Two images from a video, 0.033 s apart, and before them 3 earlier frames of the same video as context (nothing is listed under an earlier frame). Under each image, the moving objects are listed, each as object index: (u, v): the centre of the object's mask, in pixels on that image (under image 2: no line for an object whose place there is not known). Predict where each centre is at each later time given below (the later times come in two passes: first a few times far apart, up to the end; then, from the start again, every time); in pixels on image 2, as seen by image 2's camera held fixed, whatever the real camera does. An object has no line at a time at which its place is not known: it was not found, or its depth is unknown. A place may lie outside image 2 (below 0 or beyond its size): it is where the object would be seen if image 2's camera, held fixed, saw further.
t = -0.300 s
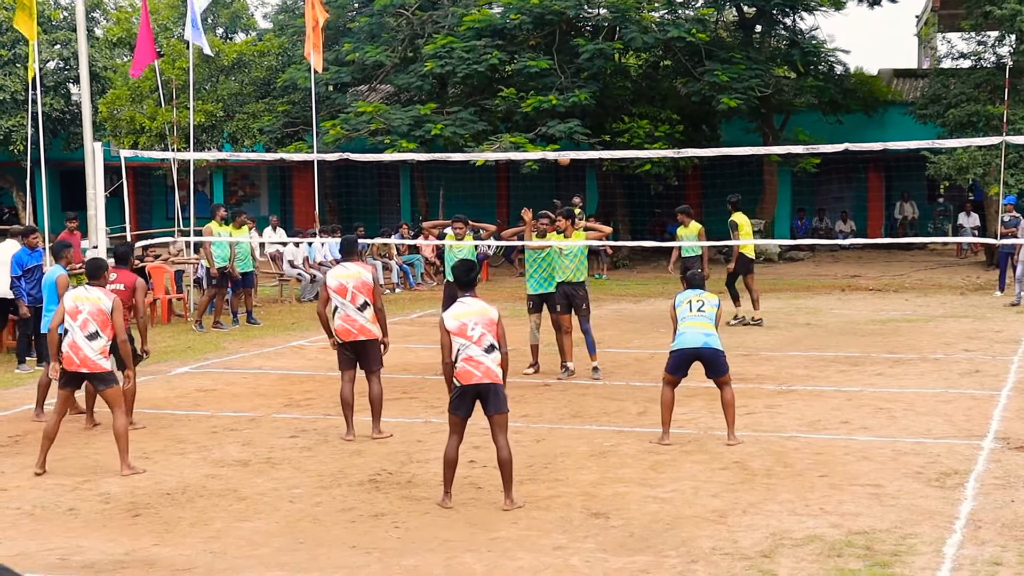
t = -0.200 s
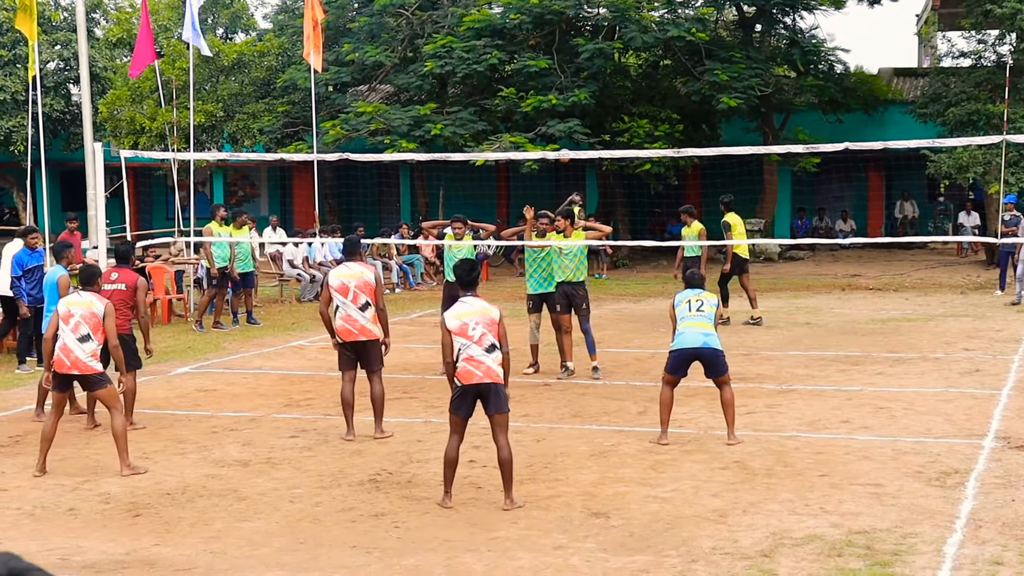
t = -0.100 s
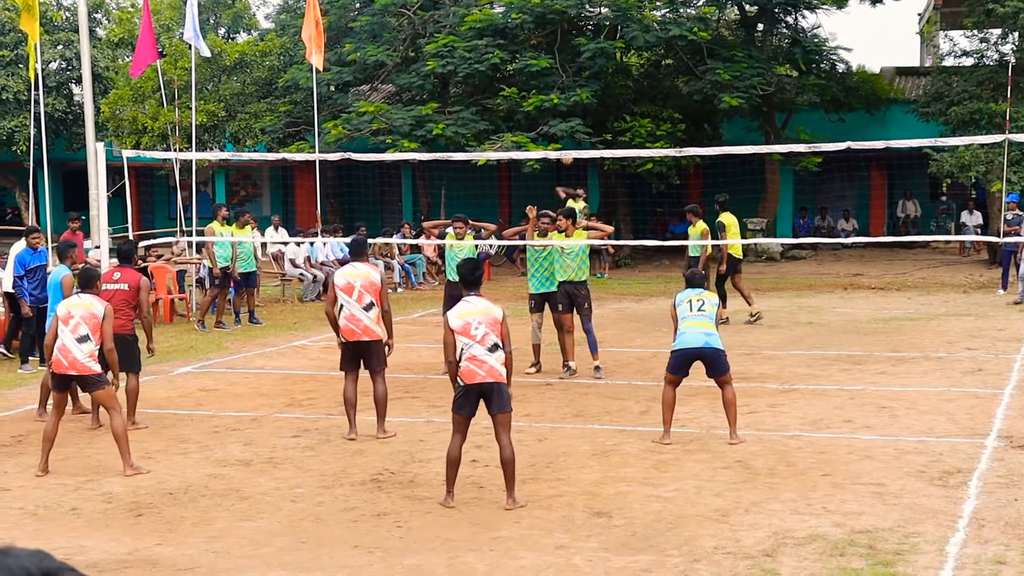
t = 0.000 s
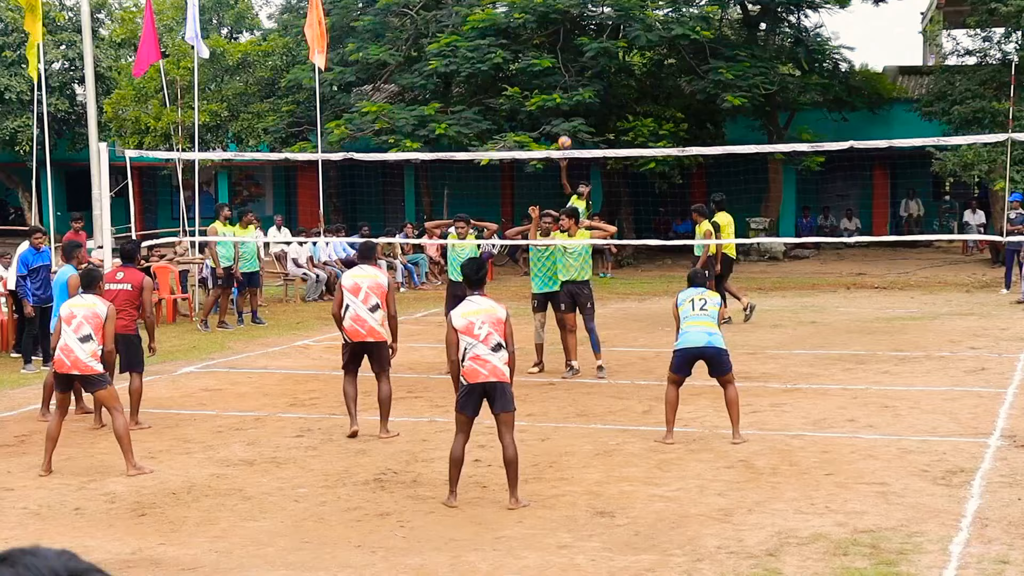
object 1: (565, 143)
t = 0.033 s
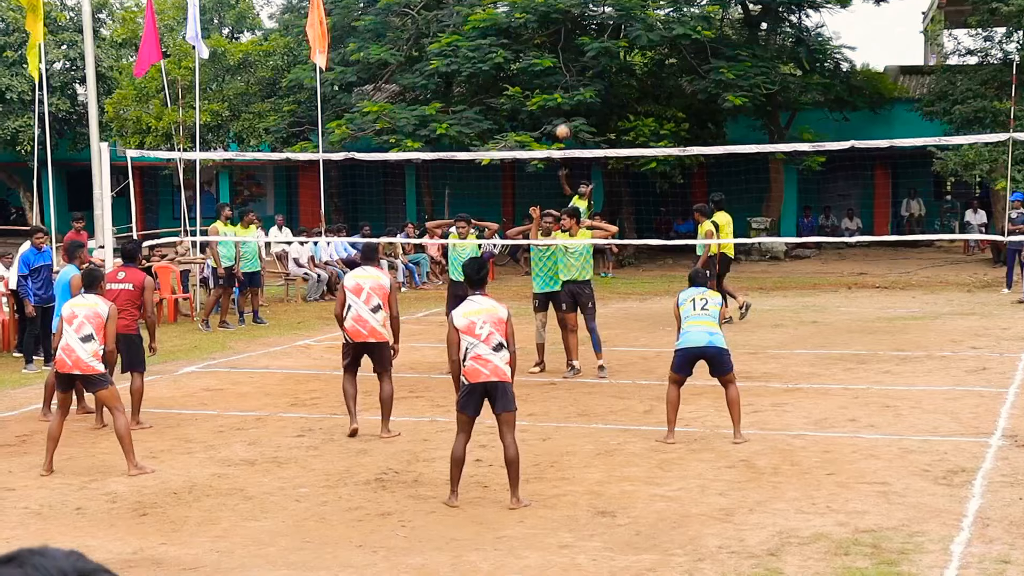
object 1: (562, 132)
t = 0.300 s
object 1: (537, 71)
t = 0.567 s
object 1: (510, 80)
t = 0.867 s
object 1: (473, 209)
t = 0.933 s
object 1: (465, 259)
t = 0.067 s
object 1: (559, 120)
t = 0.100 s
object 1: (556, 111)
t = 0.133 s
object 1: (553, 101)
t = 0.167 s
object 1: (551, 94)
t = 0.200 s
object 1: (547, 87)
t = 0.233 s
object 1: (544, 81)
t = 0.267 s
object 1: (540, 76)
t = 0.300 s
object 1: (537, 71)
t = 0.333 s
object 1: (534, 69)
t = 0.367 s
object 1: (531, 67)
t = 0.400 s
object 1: (528, 66)
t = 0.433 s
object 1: (524, 66)
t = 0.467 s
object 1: (521, 68)
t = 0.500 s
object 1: (518, 70)
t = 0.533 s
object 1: (514, 75)
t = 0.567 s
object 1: (510, 80)
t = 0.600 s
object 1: (507, 87)
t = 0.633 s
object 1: (503, 96)
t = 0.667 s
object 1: (499, 107)
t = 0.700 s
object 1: (495, 119)
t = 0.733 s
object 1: (490, 132)
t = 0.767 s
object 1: (486, 147)
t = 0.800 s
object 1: (482, 168)
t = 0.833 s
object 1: (478, 187)
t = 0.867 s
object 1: (473, 209)
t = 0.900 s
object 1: (468, 230)
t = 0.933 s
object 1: (465, 259)
